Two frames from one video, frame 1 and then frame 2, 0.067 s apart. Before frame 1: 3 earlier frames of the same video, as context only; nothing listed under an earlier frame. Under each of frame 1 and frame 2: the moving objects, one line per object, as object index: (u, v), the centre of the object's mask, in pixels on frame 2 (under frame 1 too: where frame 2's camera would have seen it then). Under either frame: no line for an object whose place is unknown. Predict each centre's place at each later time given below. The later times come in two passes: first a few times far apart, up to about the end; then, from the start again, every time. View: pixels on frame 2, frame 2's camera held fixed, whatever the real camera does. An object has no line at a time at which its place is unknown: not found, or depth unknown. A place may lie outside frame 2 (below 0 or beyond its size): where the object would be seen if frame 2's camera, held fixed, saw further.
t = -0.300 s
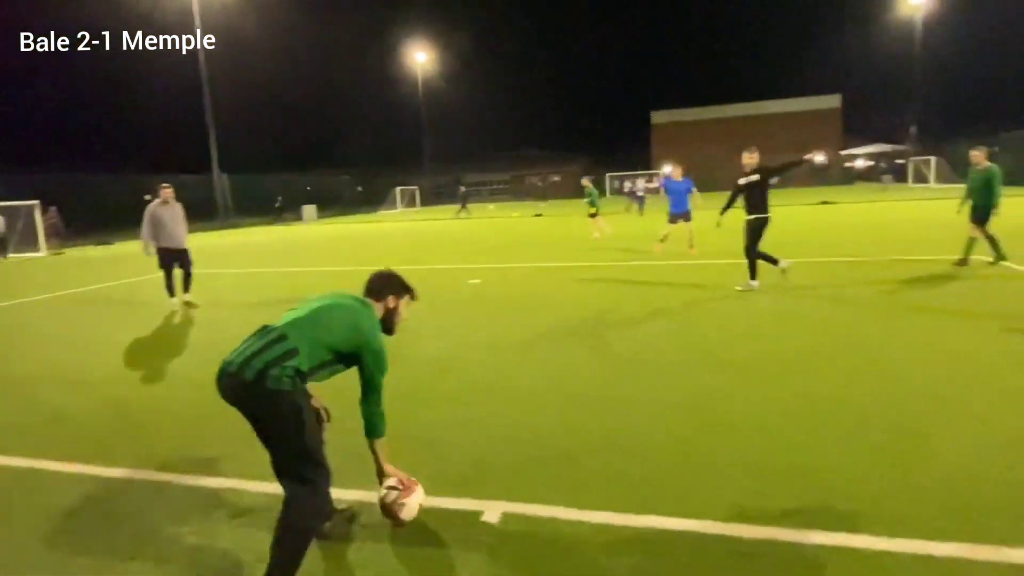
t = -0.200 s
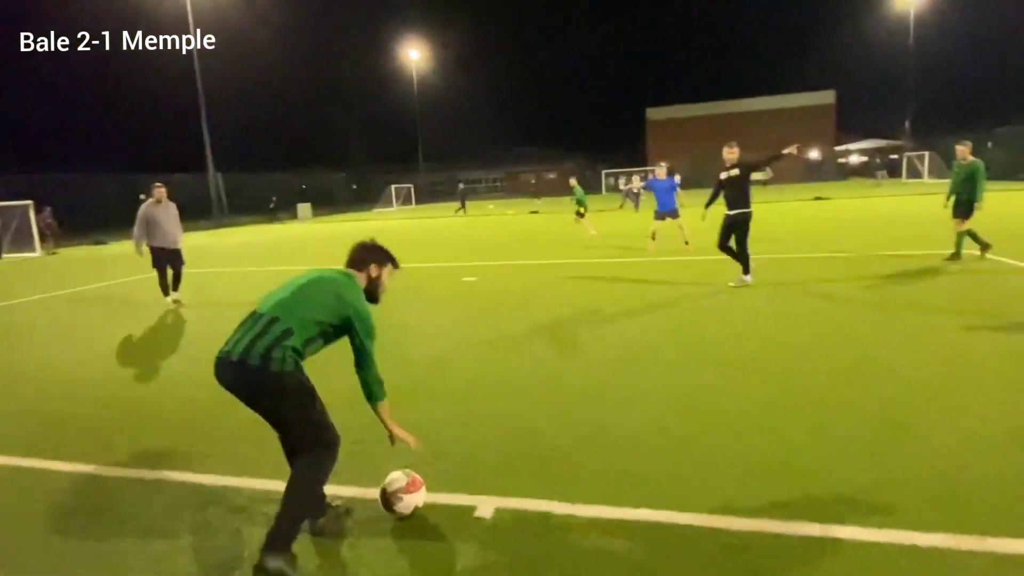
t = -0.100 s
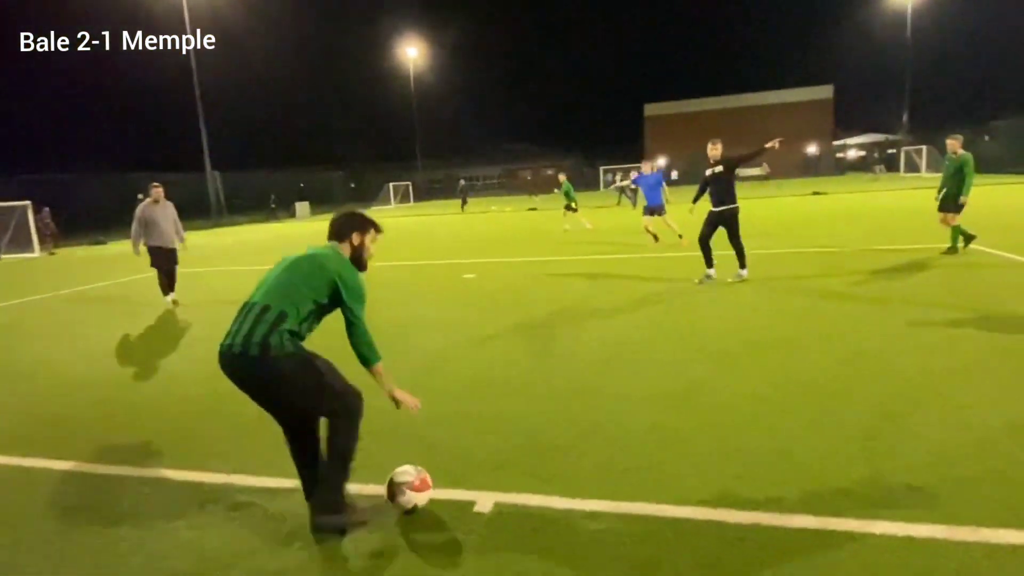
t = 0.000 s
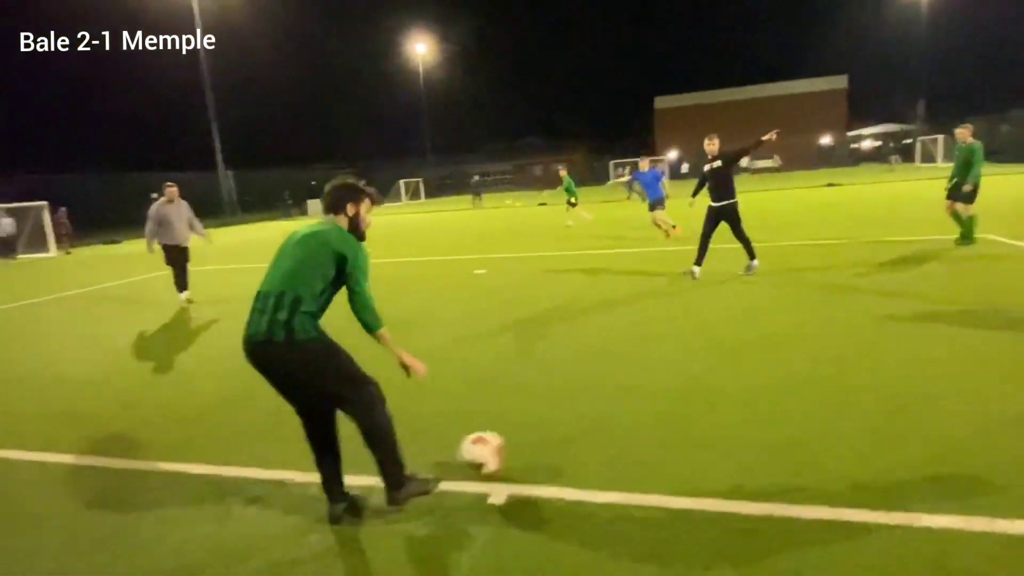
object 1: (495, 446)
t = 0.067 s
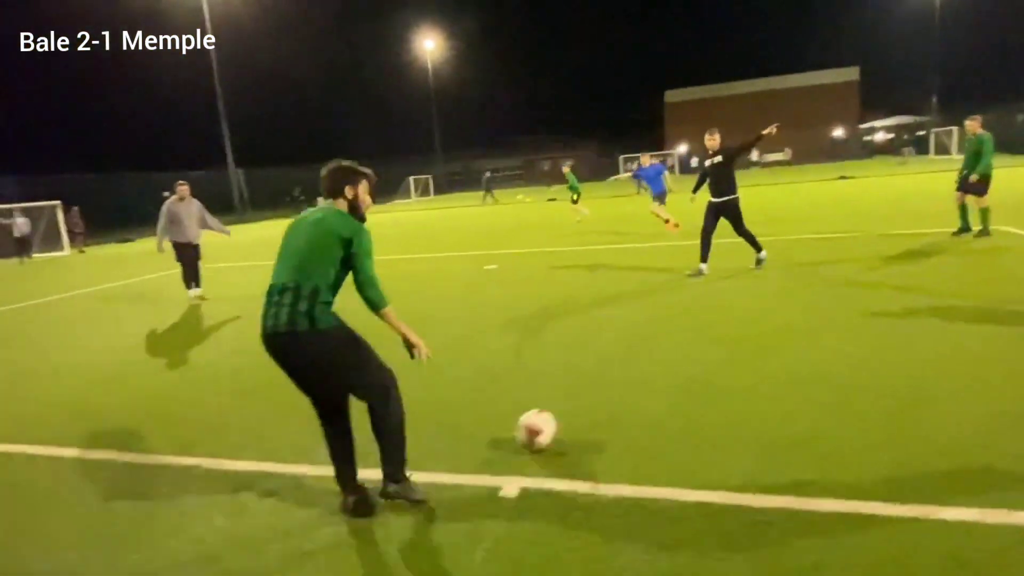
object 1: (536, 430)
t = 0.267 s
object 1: (635, 387)
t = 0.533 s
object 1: (720, 355)
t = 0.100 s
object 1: (556, 418)
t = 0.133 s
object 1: (574, 412)
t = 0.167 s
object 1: (592, 407)
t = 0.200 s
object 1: (606, 399)
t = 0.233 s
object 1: (620, 394)
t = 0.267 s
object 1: (635, 387)
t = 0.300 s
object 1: (646, 382)
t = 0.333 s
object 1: (658, 377)
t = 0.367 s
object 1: (670, 373)
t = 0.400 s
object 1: (681, 369)
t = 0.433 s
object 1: (692, 365)
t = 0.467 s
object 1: (701, 360)
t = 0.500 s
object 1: (710, 358)
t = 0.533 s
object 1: (720, 355)
